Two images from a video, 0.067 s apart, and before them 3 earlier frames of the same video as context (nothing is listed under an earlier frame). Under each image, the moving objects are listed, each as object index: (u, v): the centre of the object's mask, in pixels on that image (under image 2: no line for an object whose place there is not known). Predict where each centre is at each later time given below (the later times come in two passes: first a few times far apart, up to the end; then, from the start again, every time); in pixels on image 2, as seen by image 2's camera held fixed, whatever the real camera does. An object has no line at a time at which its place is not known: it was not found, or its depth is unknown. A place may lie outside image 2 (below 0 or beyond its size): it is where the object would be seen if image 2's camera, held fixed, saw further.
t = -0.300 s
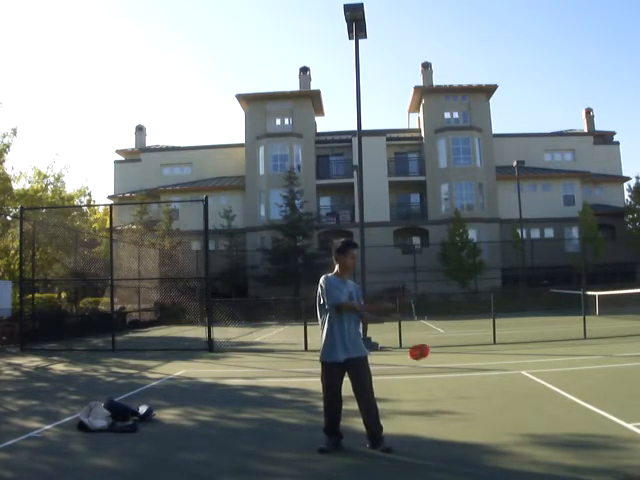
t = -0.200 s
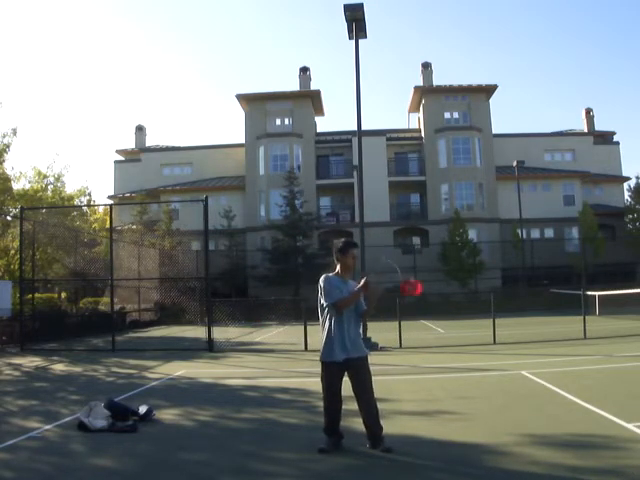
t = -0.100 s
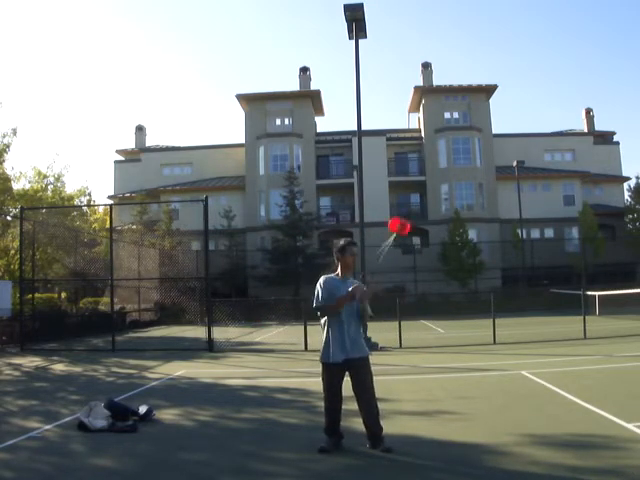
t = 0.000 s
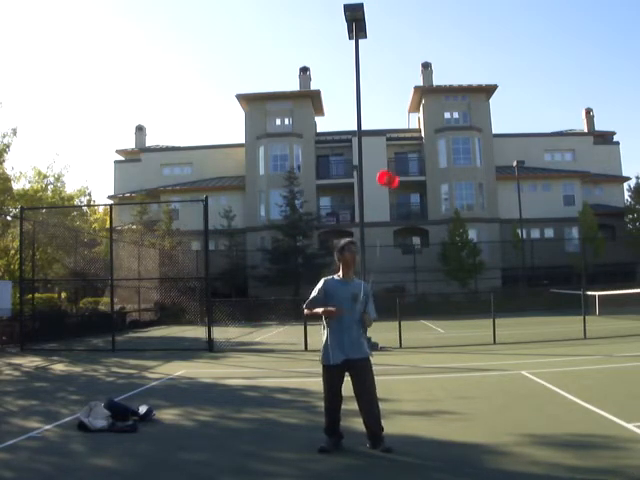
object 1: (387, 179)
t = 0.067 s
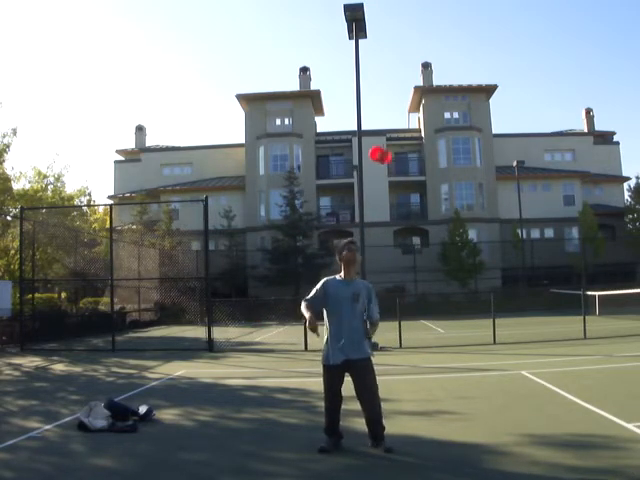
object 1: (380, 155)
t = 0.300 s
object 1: (355, 112)
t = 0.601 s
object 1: (327, 153)
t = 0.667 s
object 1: (321, 179)
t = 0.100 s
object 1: (376, 145)
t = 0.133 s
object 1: (373, 136)
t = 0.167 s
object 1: (369, 129)
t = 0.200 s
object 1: (365, 123)
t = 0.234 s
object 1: (362, 118)
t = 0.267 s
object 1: (358, 114)
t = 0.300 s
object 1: (355, 112)
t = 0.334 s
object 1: (352, 111)
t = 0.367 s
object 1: (349, 112)
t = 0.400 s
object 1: (346, 114)
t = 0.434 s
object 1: (342, 117)
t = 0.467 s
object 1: (339, 122)
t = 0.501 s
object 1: (336, 128)
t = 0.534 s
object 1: (333, 135)
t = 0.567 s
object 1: (331, 144)
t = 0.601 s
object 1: (327, 153)
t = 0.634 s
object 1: (324, 166)
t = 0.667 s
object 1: (321, 179)
